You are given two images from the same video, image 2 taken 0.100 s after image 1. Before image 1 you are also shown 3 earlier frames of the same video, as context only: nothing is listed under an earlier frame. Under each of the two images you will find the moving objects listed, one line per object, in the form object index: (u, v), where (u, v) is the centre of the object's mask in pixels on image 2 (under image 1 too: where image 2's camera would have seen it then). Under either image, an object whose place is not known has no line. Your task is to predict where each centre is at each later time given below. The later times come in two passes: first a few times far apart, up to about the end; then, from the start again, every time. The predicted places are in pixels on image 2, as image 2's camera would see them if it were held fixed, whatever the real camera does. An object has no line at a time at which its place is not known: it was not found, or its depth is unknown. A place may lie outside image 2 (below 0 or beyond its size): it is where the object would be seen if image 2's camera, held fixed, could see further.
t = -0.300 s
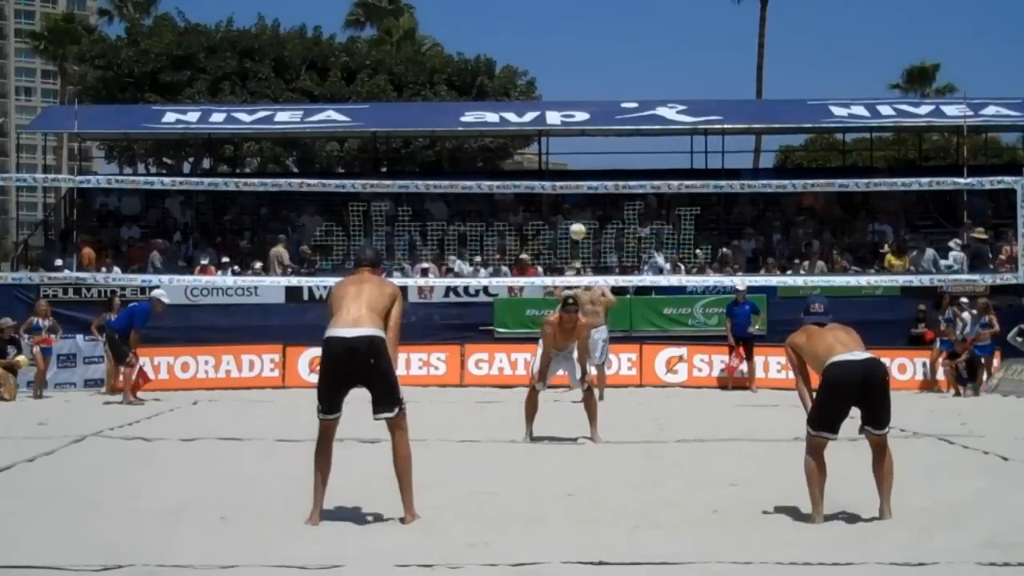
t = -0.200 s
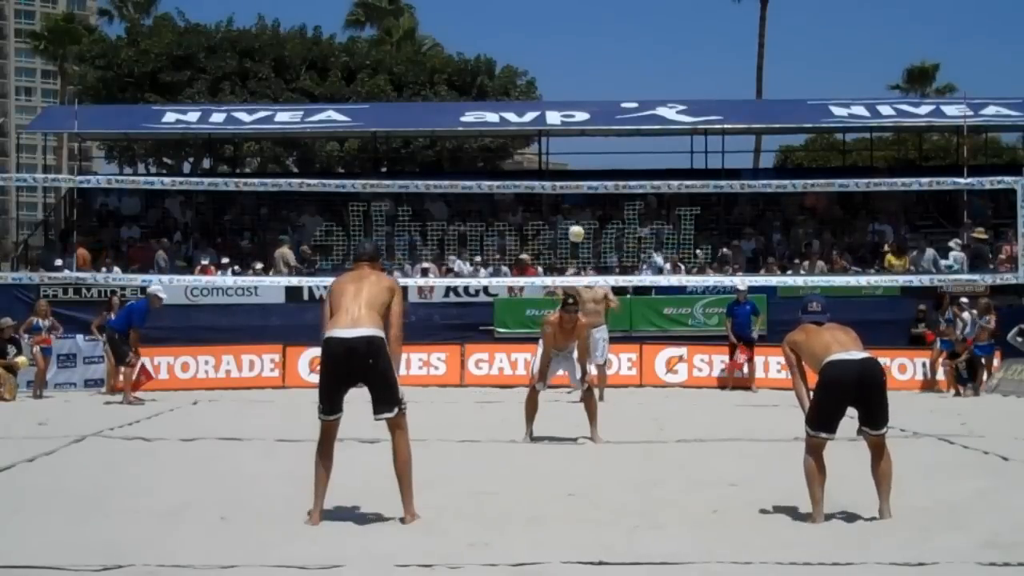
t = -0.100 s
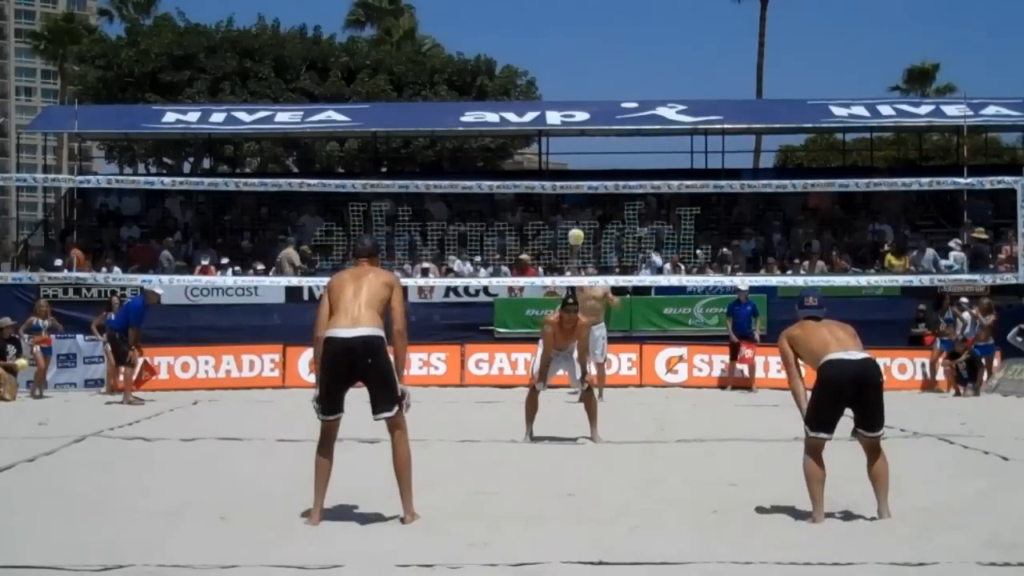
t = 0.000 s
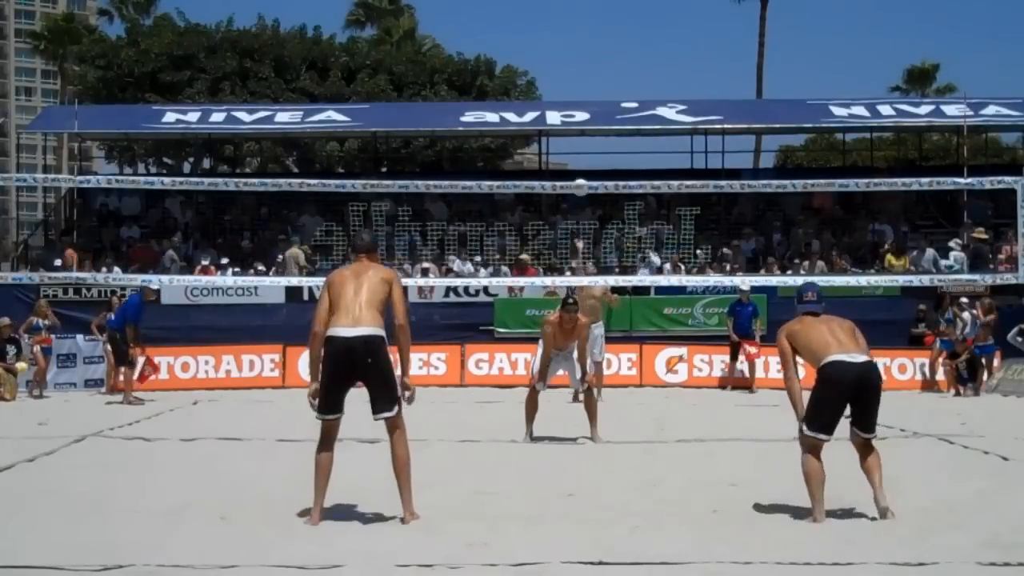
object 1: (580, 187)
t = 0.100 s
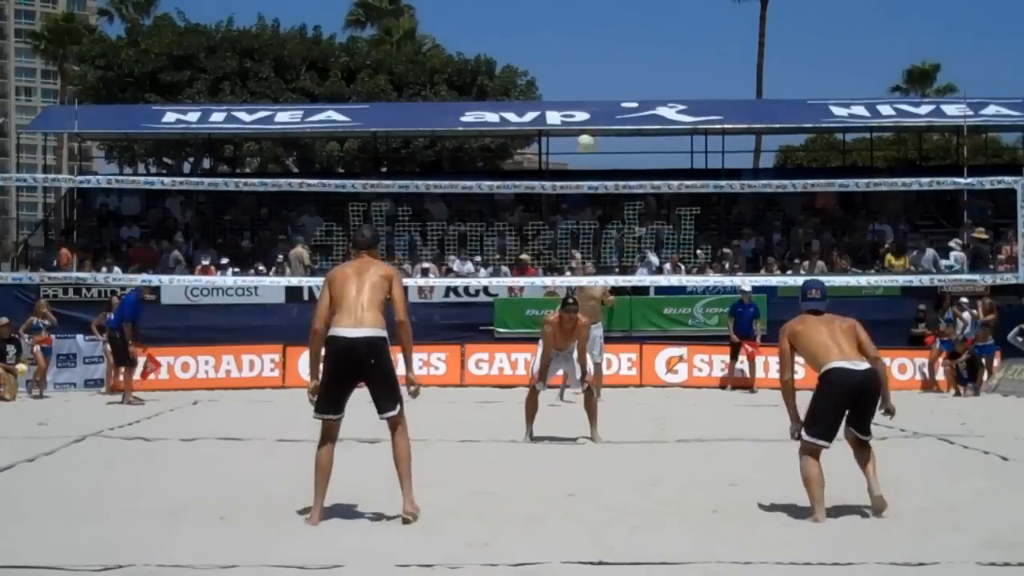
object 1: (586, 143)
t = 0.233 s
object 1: (593, 94)
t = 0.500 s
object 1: (612, 34)
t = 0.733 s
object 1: (636, 27)
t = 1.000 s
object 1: (669, 80)
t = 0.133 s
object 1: (587, 129)
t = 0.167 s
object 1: (589, 117)
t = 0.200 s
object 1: (591, 105)
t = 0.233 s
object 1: (593, 94)
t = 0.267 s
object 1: (595, 83)
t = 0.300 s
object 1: (597, 74)
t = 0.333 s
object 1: (599, 65)
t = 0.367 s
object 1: (602, 57)
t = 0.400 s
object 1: (604, 50)
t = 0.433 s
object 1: (606, 44)
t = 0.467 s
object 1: (609, 38)
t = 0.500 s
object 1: (612, 34)
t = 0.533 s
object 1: (615, 30)
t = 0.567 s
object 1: (618, 27)
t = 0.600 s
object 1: (621, 26)
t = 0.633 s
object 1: (625, 24)
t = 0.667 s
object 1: (628, 24)
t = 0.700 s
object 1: (632, 26)
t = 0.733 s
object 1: (636, 27)
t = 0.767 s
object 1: (640, 30)
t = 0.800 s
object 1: (644, 34)
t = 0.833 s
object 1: (648, 39)
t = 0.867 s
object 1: (652, 45)
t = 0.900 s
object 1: (656, 52)
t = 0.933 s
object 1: (660, 60)
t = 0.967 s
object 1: (665, 70)
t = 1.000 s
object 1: (669, 80)
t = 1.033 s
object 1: (673, 92)
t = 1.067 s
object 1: (677, 105)
